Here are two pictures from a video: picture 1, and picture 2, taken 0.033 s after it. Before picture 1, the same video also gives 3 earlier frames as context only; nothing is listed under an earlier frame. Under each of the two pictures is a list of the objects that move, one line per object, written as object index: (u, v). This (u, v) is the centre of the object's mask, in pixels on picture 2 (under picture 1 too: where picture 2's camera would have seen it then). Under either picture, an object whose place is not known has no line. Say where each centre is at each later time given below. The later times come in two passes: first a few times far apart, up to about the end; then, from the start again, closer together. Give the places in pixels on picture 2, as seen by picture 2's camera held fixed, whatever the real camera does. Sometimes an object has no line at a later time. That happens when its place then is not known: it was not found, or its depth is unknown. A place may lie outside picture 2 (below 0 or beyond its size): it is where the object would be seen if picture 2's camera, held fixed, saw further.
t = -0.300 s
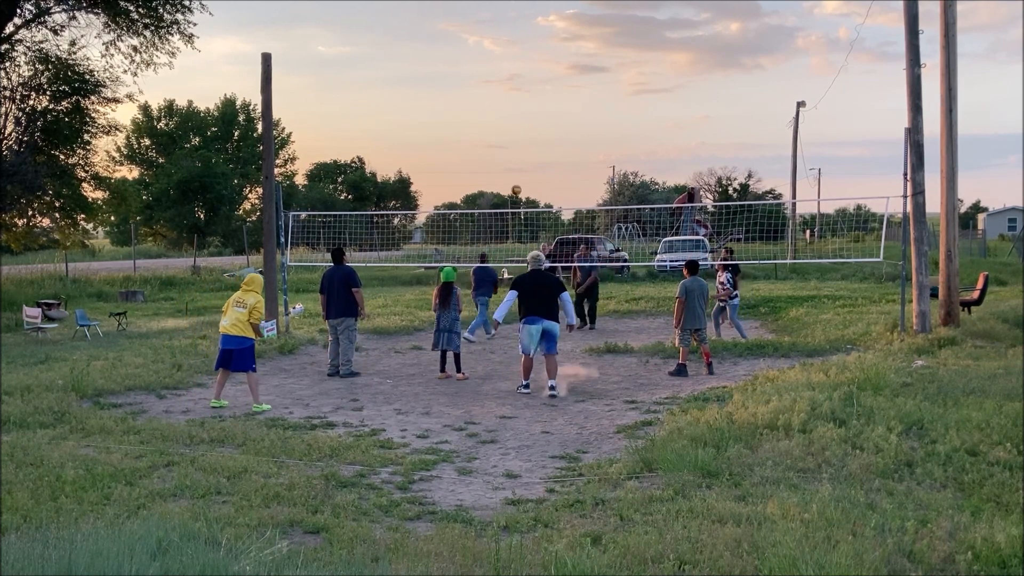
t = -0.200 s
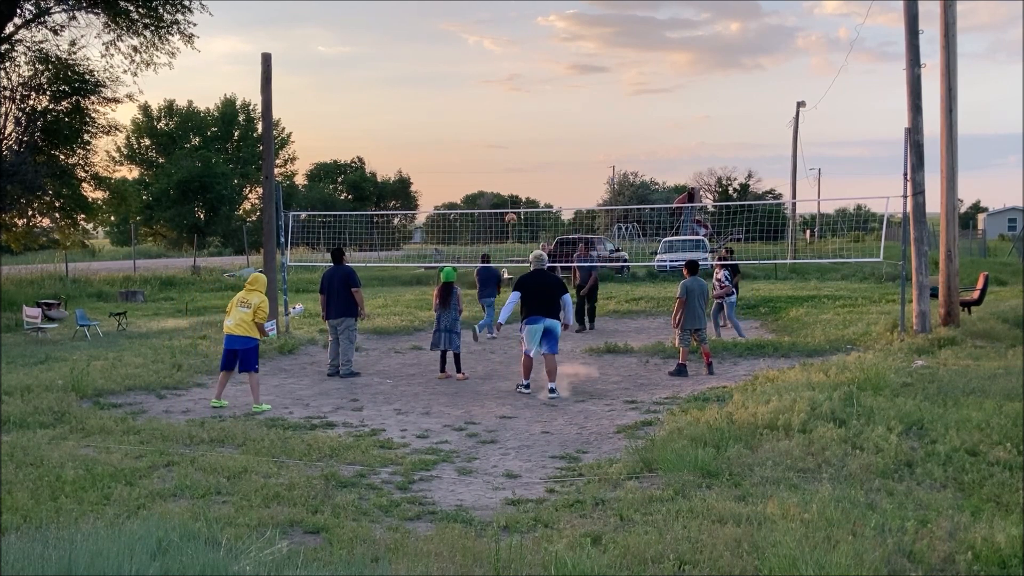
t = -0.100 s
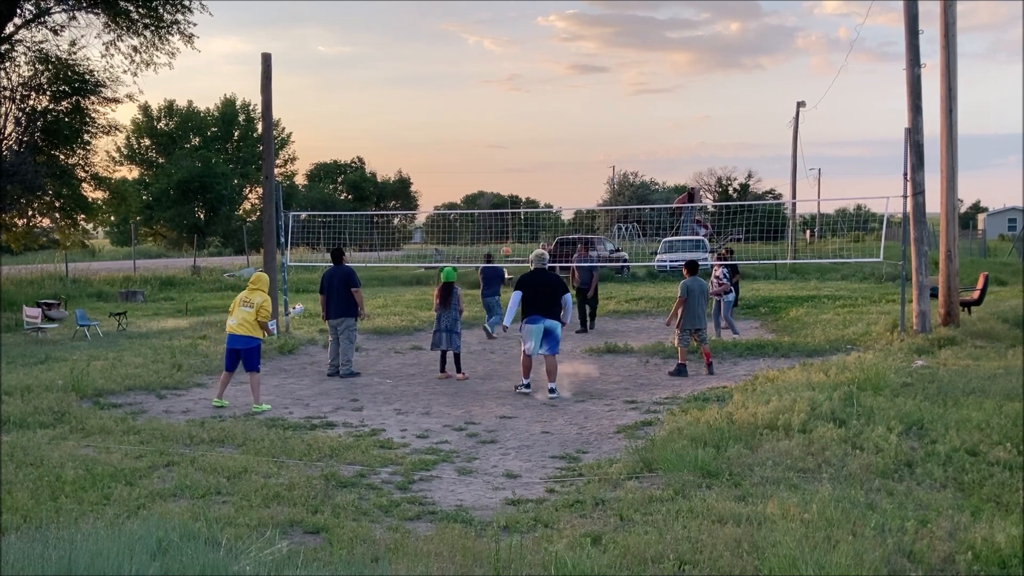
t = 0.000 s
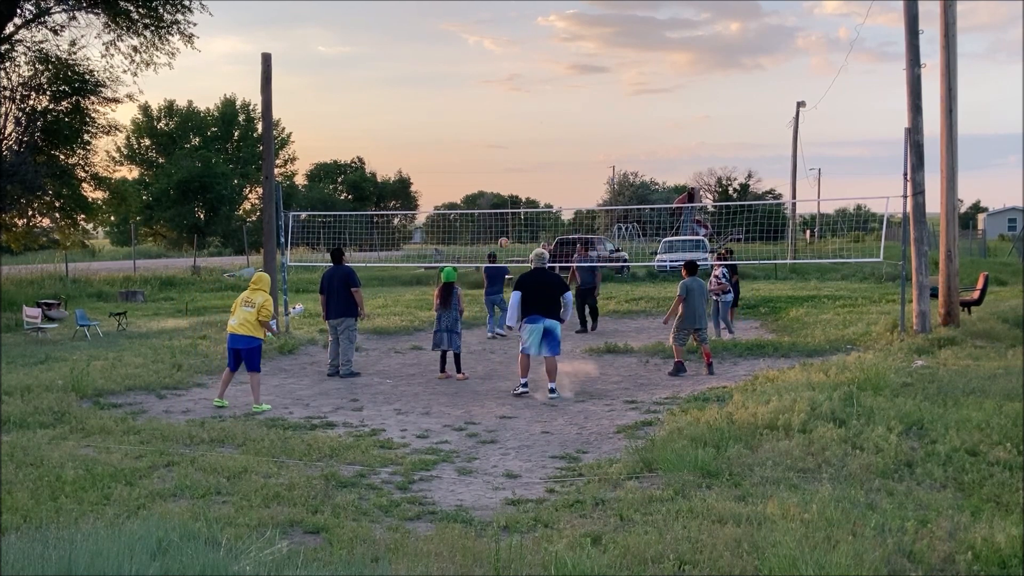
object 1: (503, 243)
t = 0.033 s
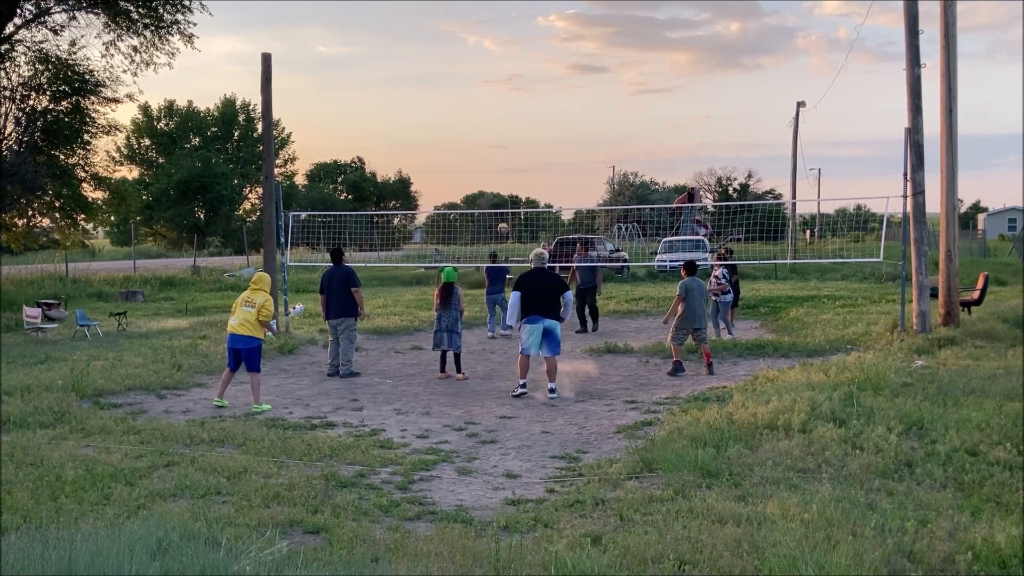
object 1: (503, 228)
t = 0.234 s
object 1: (500, 155)
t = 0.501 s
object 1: (496, 89)
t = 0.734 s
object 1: (493, 61)
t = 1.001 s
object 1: (489, 63)
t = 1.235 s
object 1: (487, 94)
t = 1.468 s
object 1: (484, 151)
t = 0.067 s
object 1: (502, 215)
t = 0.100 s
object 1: (501, 201)
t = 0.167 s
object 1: (501, 177)
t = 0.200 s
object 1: (500, 166)
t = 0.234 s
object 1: (500, 155)
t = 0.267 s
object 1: (499, 145)
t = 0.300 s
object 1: (499, 135)
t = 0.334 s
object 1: (498, 126)
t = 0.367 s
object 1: (498, 117)
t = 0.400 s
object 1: (498, 109)
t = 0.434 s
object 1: (497, 102)
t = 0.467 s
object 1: (496, 95)
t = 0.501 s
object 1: (496, 89)
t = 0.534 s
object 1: (495, 83)
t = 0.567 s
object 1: (495, 78)
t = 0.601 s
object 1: (495, 73)
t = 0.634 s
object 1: (494, 69)
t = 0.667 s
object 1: (493, 66)
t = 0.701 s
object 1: (493, 63)
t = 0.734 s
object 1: (493, 61)
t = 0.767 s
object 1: (492, 59)
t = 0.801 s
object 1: (492, 59)
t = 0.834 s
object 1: (491, 58)
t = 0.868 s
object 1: (491, 58)
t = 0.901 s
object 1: (490, 58)
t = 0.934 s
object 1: (490, 59)
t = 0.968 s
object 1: (490, 61)
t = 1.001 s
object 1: (489, 63)
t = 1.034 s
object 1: (489, 66)
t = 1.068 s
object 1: (488, 69)
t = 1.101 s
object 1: (488, 74)
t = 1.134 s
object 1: (488, 78)
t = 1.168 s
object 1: (487, 83)
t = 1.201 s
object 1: (487, 89)
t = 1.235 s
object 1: (487, 94)
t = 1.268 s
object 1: (486, 101)
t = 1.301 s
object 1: (486, 108)
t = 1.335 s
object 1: (486, 116)
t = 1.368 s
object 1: (485, 124)
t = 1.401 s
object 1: (485, 132)
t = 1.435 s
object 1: (485, 142)
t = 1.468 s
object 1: (484, 151)
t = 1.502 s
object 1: (484, 161)
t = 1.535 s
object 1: (484, 171)
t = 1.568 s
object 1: (484, 182)
